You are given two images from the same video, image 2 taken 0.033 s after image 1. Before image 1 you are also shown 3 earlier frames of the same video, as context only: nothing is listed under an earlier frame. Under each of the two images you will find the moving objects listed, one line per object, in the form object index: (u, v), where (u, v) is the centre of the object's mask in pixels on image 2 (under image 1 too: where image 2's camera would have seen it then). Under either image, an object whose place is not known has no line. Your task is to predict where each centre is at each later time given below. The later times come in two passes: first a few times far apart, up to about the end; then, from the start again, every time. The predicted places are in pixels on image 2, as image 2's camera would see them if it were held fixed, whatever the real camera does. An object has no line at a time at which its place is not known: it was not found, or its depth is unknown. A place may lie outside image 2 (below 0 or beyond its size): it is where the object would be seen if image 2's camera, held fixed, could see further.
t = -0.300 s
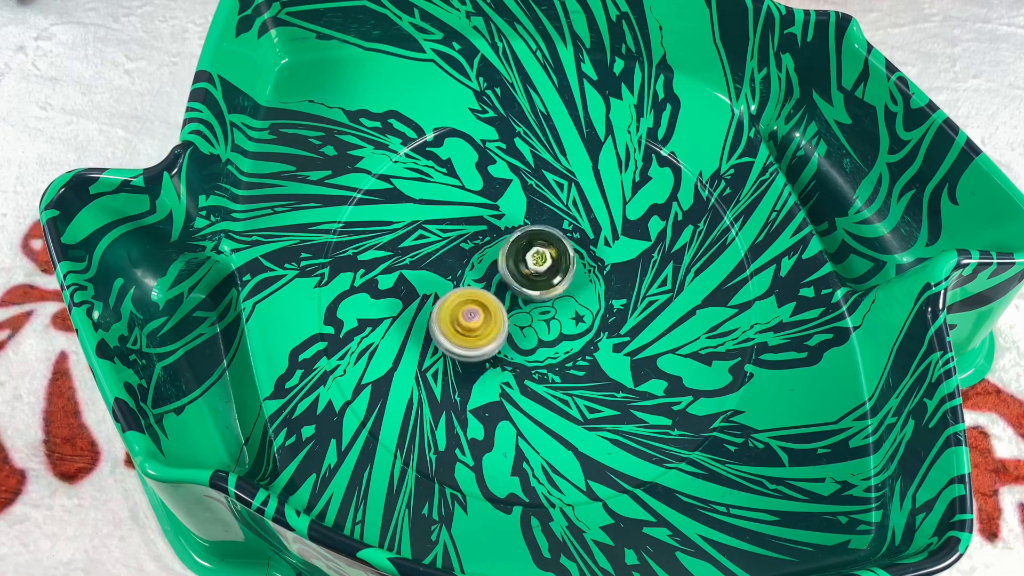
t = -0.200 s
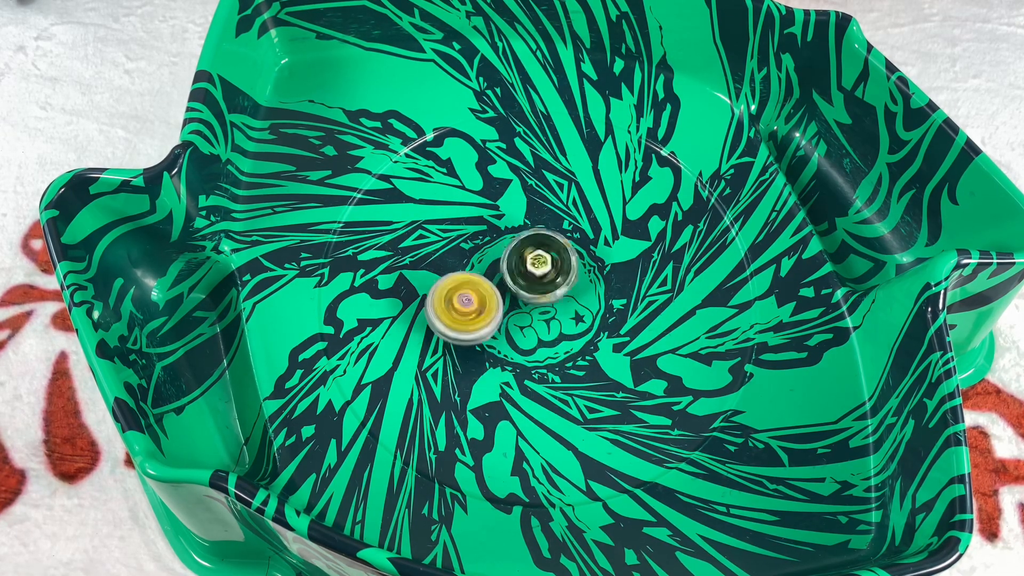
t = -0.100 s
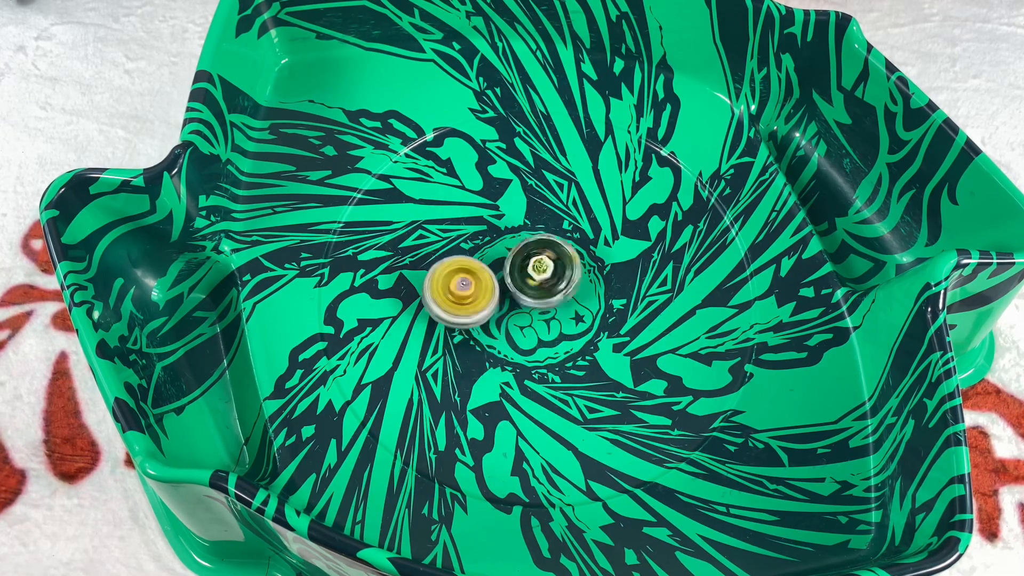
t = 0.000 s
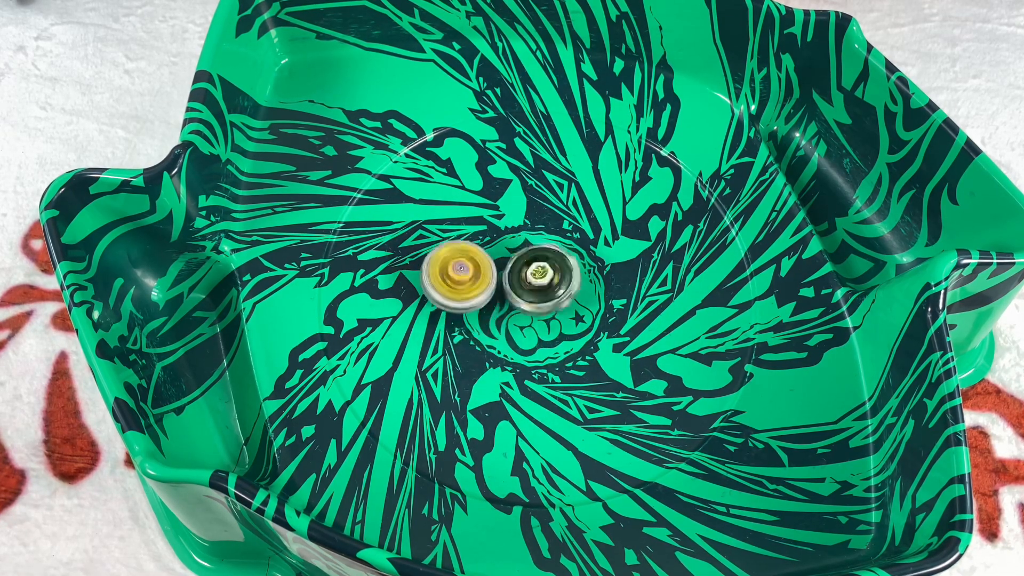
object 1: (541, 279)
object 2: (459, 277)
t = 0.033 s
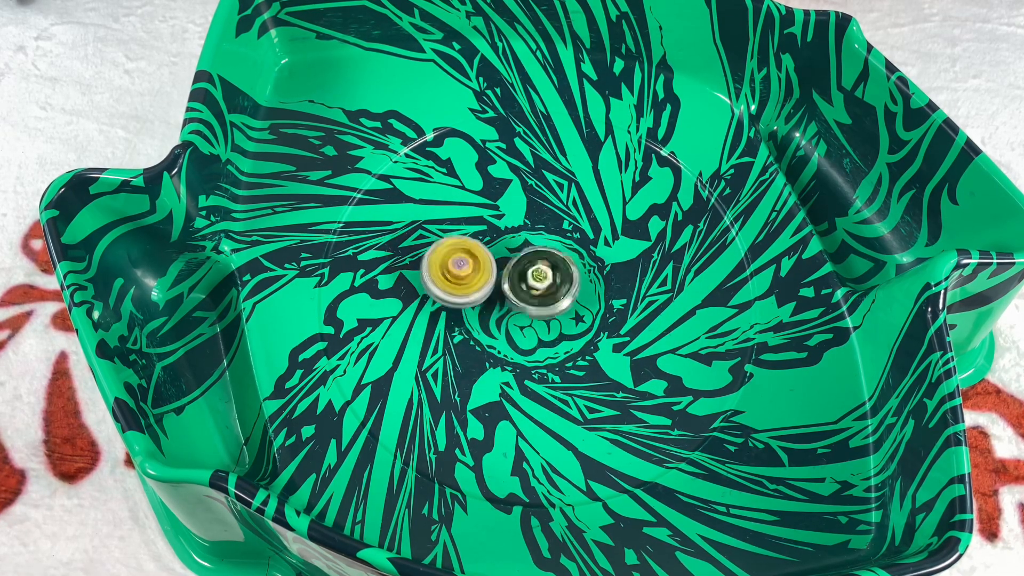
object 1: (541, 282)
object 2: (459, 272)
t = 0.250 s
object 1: (528, 290)
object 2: (464, 245)
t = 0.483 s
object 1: (525, 292)
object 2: (479, 223)
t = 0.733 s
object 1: (522, 293)
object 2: (505, 218)
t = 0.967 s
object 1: (529, 297)
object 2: (542, 225)
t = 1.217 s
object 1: (526, 292)
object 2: (581, 236)
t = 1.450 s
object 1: (529, 296)
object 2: (604, 254)
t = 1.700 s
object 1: (528, 294)
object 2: (608, 281)
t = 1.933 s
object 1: (496, 285)
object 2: (612, 313)
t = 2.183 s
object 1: (486, 268)
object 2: (601, 338)
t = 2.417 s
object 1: (511, 268)
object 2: (573, 347)
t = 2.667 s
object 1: (540, 273)
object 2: (534, 353)
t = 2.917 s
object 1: (546, 287)
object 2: (499, 348)
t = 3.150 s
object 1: (542, 288)
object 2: (473, 333)
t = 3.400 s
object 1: (546, 288)
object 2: (467, 304)
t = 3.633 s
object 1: (558, 288)
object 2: (470, 272)
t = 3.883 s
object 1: (555, 286)
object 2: (484, 242)
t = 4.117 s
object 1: (550, 285)
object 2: (507, 228)
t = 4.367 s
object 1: (550, 292)
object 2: (536, 223)
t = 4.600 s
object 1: (548, 295)
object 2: (560, 226)
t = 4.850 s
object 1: (536, 306)
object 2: (582, 242)
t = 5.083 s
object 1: (533, 314)
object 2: (595, 268)
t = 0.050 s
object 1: (541, 283)
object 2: (459, 270)
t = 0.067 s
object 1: (540, 284)
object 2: (459, 267)
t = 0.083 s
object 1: (539, 285)
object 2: (459, 265)
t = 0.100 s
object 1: (537, 286)
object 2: (459, 263)
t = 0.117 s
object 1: (536, 287)
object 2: (459, 260)
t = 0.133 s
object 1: (536, 288)
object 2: (460, 258)
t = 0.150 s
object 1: (535, 289)
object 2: (460, 256)
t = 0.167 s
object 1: (534, 289)
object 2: (461, 254)
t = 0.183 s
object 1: (532, 290)
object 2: (461, 252)
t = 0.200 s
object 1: (531, 291)
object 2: (462, 250)
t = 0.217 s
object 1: (530, 291)
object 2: (462, 248)
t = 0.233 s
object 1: (529, 291)
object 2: (463, 247)
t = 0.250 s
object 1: (528, 290)
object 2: (464, 245)
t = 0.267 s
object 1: (526, 290)
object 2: (465, 243)
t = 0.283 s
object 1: (525, 290)
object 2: (466, 241)
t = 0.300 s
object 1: (524, 291)
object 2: (467, 239)
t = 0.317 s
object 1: (523, 291)
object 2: (468, 238)
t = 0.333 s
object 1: (522, 290)
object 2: (469, 236)
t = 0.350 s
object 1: (521, 290)
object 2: (470, 235)
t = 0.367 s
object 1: (521, 289)
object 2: (471, 233)
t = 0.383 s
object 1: (522, 288)
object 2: (473, 232)
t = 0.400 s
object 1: (522, 288)
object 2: (474, 231)
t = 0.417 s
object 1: (523, 288)
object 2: (474, 228)
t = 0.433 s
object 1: (523, 289)
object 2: (475, 227)
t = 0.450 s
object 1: (524, 291)
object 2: (477, 226)
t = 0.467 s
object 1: (525, 291)
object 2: (478, 224)
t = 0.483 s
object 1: (525, 292)
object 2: (479, 223)
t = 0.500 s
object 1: (525, 292)
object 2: (480, 222)
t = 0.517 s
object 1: (525, 293)
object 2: (481, 221)
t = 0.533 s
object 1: (524, 293)
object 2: (483, 220)
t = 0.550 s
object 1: (524, 292)
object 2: (484, 220)
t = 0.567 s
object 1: (524, 292)
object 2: (486, 219)
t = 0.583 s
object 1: (524, 292)
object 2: (487, 219)
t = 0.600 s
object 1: (523, 292)
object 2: (489, 218)
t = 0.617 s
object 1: (523, 292)
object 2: (491, 218)
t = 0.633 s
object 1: (522, 292)
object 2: (492, 218)
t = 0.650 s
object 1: (521, 293)
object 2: (494, 218)
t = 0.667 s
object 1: (521, 293)
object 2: (496, 218)
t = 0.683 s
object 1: (521, 292)
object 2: (499, 218)
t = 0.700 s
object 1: (521, 293)
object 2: (500, 218)
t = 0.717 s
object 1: (521, 293)
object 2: (503, 218)
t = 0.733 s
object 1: (522, 293)
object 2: (505, 218)
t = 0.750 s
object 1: (522, 293)
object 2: (507, 219)
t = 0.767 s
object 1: (522, 293)
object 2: (509, 219)
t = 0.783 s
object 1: (522, 293)
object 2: (512, 220)
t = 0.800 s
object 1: (523, 293)
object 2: (514, 220)
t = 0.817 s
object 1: (523, 293)
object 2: (517, 221)
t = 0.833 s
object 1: (524, 292)
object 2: (519, 222)
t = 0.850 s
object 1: (525, 292)
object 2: (522, 222)
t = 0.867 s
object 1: (526, 292)
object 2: (525, 223)
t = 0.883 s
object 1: (526, 293)
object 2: (528, 223)
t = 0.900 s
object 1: (527, 294)
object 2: (530, 223)
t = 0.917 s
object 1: (528, 296)
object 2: (534, 224)
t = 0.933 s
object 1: (529, 297)
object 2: (536, 224)
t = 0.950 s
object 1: (529, 297)
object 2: (539, 225)
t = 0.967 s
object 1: (529, 297)
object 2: (542, 225)
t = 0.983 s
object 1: (528, 298)
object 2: (545, 226)
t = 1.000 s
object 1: (528, 298)
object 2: (548, 227)
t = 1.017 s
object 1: (528, 298)
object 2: (551, 227)
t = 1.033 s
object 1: (527, 298)
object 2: (553, 228)
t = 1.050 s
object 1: (526, 298)
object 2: (556, 228)
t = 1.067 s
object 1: (526, 297)
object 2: (558, 229)
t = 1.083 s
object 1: (525, 297)
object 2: (561, 230)
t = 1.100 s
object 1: (525, 296)
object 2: (564, 231)
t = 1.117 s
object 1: (525, 295)
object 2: (566, 231)
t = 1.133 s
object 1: (525, 295)
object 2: (568, 232)
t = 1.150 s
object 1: (525, 294)
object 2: (571, 233)
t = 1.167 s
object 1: (525, 293)
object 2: (574, 233)
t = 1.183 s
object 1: (526, 293)
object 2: (576, 234)
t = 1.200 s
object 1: (526, 292)
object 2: (579, 235)
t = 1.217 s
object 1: (526, 292)
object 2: (581, 236)
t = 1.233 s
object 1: (527, 292)
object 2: (583, 237)
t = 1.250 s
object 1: (527, 292)
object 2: (585, 238)
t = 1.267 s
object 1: (528, 292)
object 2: (587, 239)
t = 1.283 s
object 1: (528, 292)
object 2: (589, 241)
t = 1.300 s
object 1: (529, 292)
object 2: (591, 242)
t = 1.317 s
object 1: (529, 293)
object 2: (593, 243)
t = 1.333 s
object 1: (529, 293)
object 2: (595, 244)
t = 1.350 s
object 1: (529, 293)
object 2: (596, 245)
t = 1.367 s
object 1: (529, 294)
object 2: (598, 247)
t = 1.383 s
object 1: (529, 295)
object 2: (599, 248)
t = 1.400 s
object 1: (529, 295)
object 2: (601, 249)
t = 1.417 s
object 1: (529, 295)
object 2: (602, 251)
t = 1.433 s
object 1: (529, 296)
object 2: (603, 252)
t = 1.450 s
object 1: (529, 296)
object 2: (604, 254)
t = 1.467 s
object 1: (529, 296)
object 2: (605, 255)
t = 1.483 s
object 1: (530, 296)
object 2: (606, 256)
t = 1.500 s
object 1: (530, 296)
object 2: (607, 258)
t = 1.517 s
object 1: (530, 296)
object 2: (607, 260)
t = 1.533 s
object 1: (530, 296)
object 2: (608, 261)
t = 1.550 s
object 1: (530, 296)
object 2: (608, 263)
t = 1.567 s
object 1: (531, 296)
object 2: (609, 265)
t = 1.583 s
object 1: (531, 296)
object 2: (609, 267)
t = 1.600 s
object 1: (530, 296)
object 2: (609, 268)
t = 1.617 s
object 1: (530, 295)
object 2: (609, 270)
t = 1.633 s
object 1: (530, 295)
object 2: (609, 272)
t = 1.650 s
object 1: (529, 295)
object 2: (609, 275)
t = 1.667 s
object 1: (528, 295)
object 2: (609, 277)
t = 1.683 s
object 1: (528, 295)
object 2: (609, 279)
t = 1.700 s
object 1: (528, 294)
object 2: (608, 281)
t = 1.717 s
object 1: (527, 295)
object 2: (608, 284)
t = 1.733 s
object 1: (527, 295)
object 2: (607, 286)
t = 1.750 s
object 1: (527, 294)
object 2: (607, 288)
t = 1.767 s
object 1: (527, 294)
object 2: (606, 290)
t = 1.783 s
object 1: (526, 295)
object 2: (606, 293)
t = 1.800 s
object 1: (522, 294)
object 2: (608, 295)
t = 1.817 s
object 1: (517, 294)
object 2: (610, 297)
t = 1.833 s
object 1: (513, 293)
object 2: (610, 300)
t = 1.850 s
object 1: (510, 293)
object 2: (611, 302)
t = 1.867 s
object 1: (507, 292)
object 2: (611, 304)
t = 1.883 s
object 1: (504, 290)
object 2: (611, 306)
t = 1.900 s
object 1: (501, 288)
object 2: (611, 309)
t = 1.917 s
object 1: (499, 287)
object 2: (611, 311)
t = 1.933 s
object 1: (496, 285)
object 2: (612, 313)
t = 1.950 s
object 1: (494, 284)
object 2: (612, 315)
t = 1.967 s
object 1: (492, 282)
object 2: (611, 317)
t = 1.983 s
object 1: (490, 281)
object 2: (611, 319)
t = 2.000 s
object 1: (489, 280)
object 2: (611, 321)
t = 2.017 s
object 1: (488, 278)
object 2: (611, 323)
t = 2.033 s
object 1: (487, 276)
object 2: (610, 325)
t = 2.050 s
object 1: (485, 275)
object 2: (610, 327)
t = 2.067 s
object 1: (485, 274)
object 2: (609, 328)
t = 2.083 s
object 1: (485, 273)
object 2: (608, 330)
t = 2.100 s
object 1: (485, 272)
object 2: (607, 331)
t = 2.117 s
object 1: (485, 270)
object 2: (607, 333)
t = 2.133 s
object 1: (485, 269)
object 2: (605, 334)
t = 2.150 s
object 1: (485, 268)
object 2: (604, 335)
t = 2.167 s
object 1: (485, 268)
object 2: (603, 337)
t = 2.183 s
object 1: (486, 268)
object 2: (601, 338)
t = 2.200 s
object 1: (488, 267)
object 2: (600, 339)
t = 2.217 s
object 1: (489, 266)
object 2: (598, 340)
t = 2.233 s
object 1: (490, 265)
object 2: (597, 340)
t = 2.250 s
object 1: (492, 264)
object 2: (595, 341)
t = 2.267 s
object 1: (492, 264)
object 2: (593, 342)
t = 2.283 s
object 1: (494, 264)
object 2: (591, 343)
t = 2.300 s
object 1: (496, 264)
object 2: (589, 344)
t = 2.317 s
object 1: (498, 264)
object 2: (587, 345)
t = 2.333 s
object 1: (500, 264)
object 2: (585, 345)
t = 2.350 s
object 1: (501, 264)
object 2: (583, 346)
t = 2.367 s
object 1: (503, 265)
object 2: (580, 346)
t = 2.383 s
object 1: (506, 266)
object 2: (578, 347)
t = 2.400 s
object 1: (508, 267)
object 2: (575, 347)
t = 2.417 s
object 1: (511, 268)
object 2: (573, 347)
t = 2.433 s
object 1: (513, 269)
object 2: (570, 347)
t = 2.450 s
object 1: (516, 270)
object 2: (568, 348)
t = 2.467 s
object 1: (518, 271)
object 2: (565, 348)
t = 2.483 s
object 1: (521, 272)
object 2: (562, 348)
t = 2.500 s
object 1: (523, 273)
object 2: (559, 348)
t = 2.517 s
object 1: (525, 274)
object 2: (557, 348)
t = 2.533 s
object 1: (527, 276)
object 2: (554, 348)
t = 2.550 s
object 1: (530, 276)
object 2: (552, 349)
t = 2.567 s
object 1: (532, 274)
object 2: (549, 351)
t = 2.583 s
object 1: (534, 272)
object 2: (547, 351)
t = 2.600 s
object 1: (535, 272)
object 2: (544, 352)
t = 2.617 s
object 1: (537, 271)
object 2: (541, 353)
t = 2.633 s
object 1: (538, 271)
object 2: (539, 353)
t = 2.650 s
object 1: (539, 272)
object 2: (536, 353)
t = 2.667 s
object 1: (540, 273)
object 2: (534, 353)
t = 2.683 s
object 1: (542, 274)
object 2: (531, 354)
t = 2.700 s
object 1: (543, 275)
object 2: (528, 354)
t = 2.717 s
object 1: (545, 275)
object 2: (526, 354)
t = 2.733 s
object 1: (545, 276)
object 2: (523, 354)
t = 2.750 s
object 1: (546, 276)
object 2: (521, 354)
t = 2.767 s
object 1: (546, 277)
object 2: (519, 353)
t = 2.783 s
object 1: (547, 279)
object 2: (516, 353)
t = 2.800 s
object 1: (548, 279)
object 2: (514, 353)
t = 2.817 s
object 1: (548, 280)
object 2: (511, 352)
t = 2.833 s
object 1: (547, 281)
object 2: (509, 352)
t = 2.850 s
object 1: (547, 283)
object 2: (507, 351)
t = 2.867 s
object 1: (547, 284)
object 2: (505, 350)
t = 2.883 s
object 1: (548, 285)
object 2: (503, 350)
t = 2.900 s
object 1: (547, 285)
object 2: (501, 349)
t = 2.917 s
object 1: (546, 287)
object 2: (499, 348)
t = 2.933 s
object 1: (545, 288)
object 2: (497, 347)
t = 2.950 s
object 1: (545, 288)
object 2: (494, 346)
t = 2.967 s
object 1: (545, 288)
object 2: (492, 345)
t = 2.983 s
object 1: (545, 289)
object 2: (490, 344)
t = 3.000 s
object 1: (545, 289)
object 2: (488, 343)
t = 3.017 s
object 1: (544, 289)
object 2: (486, 342)
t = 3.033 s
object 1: (543, 289)
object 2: (484, 341)
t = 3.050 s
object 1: (543, 289)
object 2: (482, 340)
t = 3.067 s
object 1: (543, 289)
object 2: (480, 339)
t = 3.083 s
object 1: (543, 289)
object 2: (479, 338)
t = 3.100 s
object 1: (542, 288)
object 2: (477, 337)
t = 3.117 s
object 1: (542, 289)
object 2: (475, 335)
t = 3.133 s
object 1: (542, 289)
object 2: (474, 334)
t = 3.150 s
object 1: (542, 288)
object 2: (473, 333)
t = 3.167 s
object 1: (542, 288)
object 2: (472, 331)
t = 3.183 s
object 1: (542, 287)
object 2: (471, 330)
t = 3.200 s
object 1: (543, 287)
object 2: (470, 328)
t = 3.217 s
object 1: (543, 287)
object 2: (469, 326)
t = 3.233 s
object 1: (543, 287)
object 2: (468, 325)
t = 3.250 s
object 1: (543, 287)
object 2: (468, 323)
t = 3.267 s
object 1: (543, 287)
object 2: (468, 321)
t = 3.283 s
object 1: (544, 286)
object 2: (467, 319)
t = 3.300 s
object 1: (544, 286)
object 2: (467, 317)
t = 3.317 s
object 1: (544, 287)
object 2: (467, 315)
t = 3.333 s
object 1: (544, 287)
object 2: (466, 313)
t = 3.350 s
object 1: (545, 287)
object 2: (466, 311)
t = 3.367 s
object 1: (545, 287)
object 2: (466, 309)
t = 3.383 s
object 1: (545, 287)
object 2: (467, 307)
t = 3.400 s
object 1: (546, 288)
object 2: (467, 304)
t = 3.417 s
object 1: (546, 288)
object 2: (467, 302)
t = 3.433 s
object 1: (546, 289)
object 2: (467, 300)
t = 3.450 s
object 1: (547, 288)
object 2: (468, 298)
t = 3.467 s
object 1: (548, 288)
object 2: (468, 295)
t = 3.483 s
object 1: (548, 288)
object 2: (468, 293)
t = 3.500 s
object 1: (550, 287)
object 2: (468, 291)
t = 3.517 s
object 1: (552, 287)
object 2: (468, 288)
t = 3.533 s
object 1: (554, 287)
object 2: (468, 286)
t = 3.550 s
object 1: (554, 287)
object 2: (468, 284)
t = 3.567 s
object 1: (555, 287)
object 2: (468, 281)
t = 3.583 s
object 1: (556, 287)
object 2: (469, 279)
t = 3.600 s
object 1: (557, 288)
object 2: (469, 276)
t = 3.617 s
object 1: (557, 288)
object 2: (469, 274)
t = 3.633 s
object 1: (558, 288)
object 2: (470, 272)
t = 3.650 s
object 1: (558, 288)
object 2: (470, 269)
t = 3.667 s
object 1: (557, 287)
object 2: (471, 267)
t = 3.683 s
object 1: (556, 288)
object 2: (472, 265)
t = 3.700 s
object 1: (556, 287)
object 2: (473, 263)
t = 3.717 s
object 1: (555, 287)
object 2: (474, 260)
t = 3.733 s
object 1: (555, 287)
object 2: (474, 258)
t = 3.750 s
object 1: (555, 287)
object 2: (475, 256)
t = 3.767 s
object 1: (554, 286)
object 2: (476, 255)
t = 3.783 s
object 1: (554, 286)
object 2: (477, 253)
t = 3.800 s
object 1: (554, 285)
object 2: (478, 251)
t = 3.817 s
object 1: (555, 285)
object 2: (479, 249)
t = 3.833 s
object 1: (555, 285)
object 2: (480, 247)
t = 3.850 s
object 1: (555, 285)
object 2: (482, 245)
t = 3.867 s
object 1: (555, 285)
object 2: (483, 244)
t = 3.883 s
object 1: (555, 286)
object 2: (484, 242)
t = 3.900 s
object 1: (555, 286)
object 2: (485, 241)
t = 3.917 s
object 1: (555, 286)
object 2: (487, 239)
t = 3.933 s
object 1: (555, 286)
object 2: (488, 238)
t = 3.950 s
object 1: (555, 287)
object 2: (490, 236)
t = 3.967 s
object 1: (555, 287)
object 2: (491, 235)
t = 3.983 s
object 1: (554, 288)
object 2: (493, 234)
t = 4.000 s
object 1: (554, 288)
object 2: (494, 232)
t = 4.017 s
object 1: (553, 288)
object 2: (496, 232)
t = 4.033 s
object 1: (552, 287)
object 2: (498, 231)
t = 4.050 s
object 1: (551, 287)
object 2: (499, 230)
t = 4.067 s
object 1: (551, 286)
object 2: (501, 229)
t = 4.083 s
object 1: (550, 286)
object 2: (503, 229)
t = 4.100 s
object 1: (550, 285)
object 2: (505, 228)
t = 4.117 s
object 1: (550, 285)
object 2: (507, 228)
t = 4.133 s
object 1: (550, 286)
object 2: (509, 227)
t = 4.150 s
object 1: (550, 286)
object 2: (511, 226)
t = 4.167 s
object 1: (550, 286)
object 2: (513, 225)
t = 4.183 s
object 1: (551, 287)
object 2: (515, 224)
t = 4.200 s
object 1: (551, 288)
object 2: (517, 224)
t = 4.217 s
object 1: (552, 288)
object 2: (518, 224)
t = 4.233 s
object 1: (552, 289)
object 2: (520, 223)
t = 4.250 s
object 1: (553, 289)
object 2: (522, 223)
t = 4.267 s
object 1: (553, 289)
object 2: (524, 223)
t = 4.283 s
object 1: (552, 290)
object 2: (526, 223)
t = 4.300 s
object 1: (552, 290)
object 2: (528, 223)
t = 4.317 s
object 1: (551, 291)
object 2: (530, 223)
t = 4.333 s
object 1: (551, 290)
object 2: (532, 223)
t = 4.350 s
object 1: (550, 291)
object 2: (534, 223)
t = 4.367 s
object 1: (550, 292)
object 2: (536, 223)
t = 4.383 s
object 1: (550, 293)
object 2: (538, 223)
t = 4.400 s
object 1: (550, 294)
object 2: (540, 223)
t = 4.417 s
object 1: (550, 294)
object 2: (541, 222)
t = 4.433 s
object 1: (550, 294)
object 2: (543, 222)
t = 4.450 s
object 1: (550, 294)
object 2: (545, 223)
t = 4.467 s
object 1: (550, 294)
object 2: (547, 223)
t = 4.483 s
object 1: (550, 294)
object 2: (548, 223)
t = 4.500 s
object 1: (549, 294)
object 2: (550, 223)
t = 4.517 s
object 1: (549, 295)
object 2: (552, 224)
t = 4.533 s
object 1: (549, 295)
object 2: (553, 224)
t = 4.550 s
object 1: (549, 295)
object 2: (555, 225)
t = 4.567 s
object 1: (549, 295)
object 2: (557, 225)
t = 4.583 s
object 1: (549, 295)
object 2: (558, 226)
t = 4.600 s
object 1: (548, 295)
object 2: (560, 226)
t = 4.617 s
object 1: (548, 295)
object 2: (561, 227)
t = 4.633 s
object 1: (548, 297)
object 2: (563, 228)
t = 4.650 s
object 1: (547, 297)
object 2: (564, 229)
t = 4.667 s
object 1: (547, 297)
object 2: (566, 229)
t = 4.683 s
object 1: (547, 299)
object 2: (567, 230)
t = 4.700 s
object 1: (547, 300)
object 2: (569, 231)
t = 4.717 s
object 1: (547, 300)
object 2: (570, 232)
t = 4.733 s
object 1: (546, 300)
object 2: (572, 233)
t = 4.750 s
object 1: (546, 300)
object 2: (573, 234)
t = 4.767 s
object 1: (546, 299)
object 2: (575, 235)
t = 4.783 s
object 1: (544, 299)
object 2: (577, 236)
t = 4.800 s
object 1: (542, 301)
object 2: (578, 238)
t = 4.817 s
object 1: (539, 303)
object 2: (579, 239)
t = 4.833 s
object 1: (538, 305)
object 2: (580, 241)
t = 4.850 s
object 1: (536, 306)
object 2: (582, 242)
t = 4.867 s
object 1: (536, 307)
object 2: (583, 244)
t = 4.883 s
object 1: (535, 308)
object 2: (584, 246)
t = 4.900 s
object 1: (535, 309)
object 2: (585, 247)
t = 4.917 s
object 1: (535, 310)
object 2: (586, 249)
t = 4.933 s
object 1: (535, 311)
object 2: (588, 251)
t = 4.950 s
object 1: (535, 312)
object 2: (589, 253)
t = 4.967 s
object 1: (535, 312)
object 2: (590, 254)
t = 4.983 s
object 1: (534, 313)
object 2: (591, 256)
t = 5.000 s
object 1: (534, 313)
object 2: (592, 258)
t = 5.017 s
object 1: (534, 313)
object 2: (592, 260)
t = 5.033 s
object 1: (533, 314)
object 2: (593, 262)
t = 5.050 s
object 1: (533, 314)
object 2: (594, 264)
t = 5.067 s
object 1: (533, 314)
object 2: (594, 265)
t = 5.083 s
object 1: (533, 314)
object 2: (595, 268)
